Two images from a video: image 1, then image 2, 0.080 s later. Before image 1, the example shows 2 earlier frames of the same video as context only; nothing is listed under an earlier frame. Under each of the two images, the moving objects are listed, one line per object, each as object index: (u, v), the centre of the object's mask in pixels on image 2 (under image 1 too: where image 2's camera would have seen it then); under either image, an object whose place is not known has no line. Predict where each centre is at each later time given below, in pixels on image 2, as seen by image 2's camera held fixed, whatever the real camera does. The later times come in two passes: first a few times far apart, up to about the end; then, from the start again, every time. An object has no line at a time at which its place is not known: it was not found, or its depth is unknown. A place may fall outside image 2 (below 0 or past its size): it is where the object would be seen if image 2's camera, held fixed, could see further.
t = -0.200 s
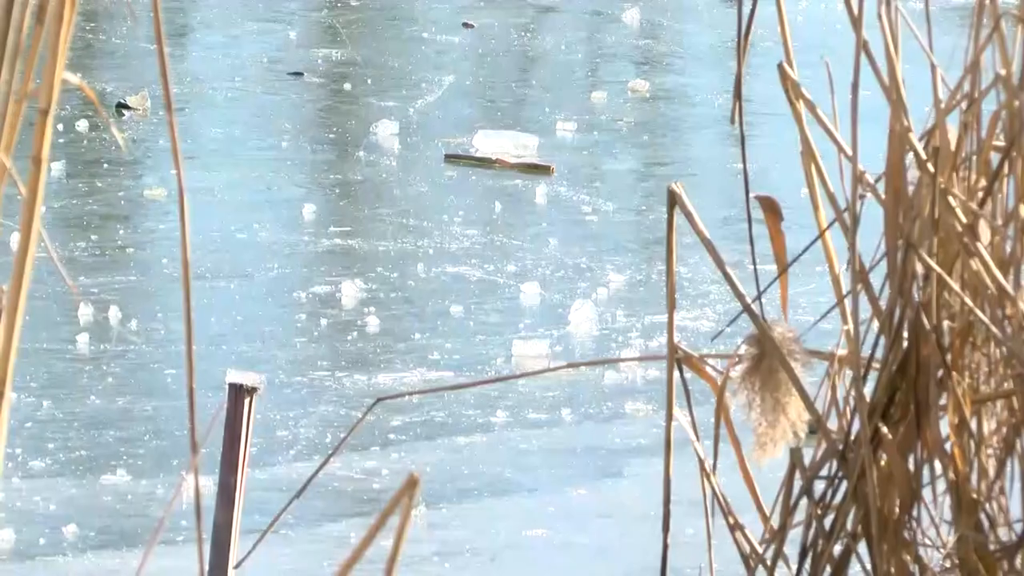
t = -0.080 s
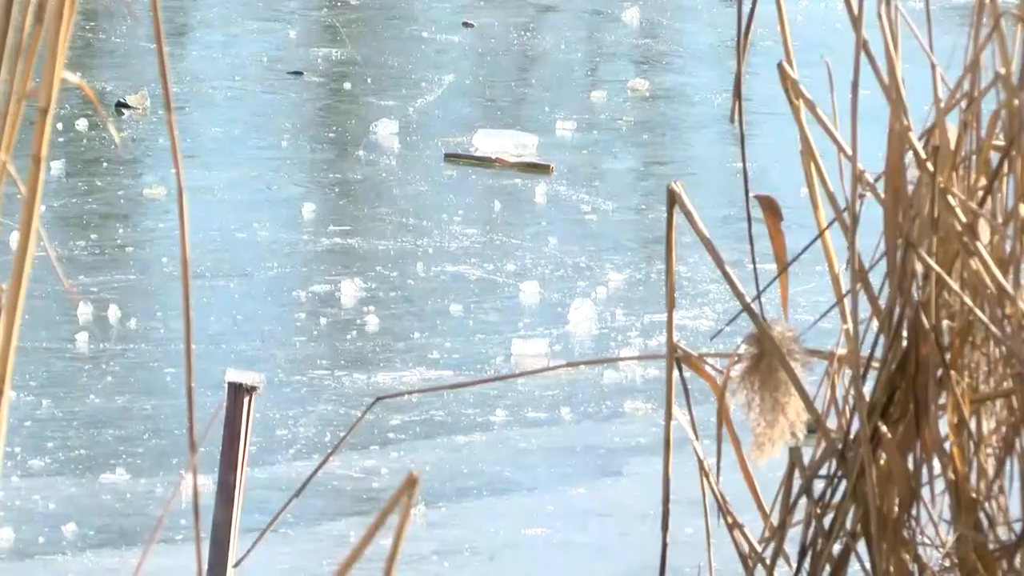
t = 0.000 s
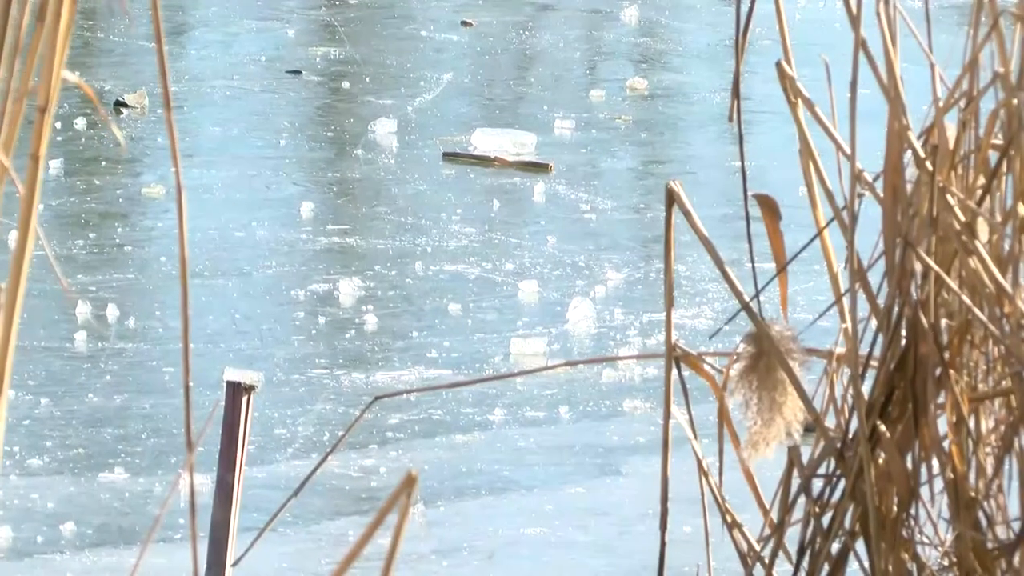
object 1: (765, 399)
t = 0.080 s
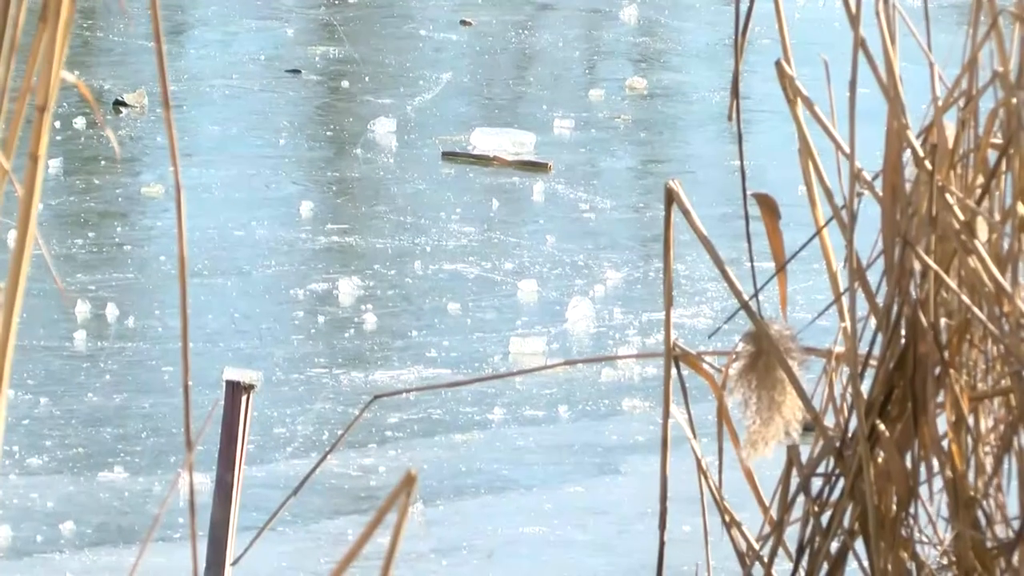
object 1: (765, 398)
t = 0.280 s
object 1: (765, 398)
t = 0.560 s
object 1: (765, 399)
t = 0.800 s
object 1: (764, 400)
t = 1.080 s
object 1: (764, 399)
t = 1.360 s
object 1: (764, 399)
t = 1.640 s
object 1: (764, 398)
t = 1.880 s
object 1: (764, 399)
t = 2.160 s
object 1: (763, 400)
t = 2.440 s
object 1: (762, 394)
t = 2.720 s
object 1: (769, 366)
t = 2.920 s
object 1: (764, 343)
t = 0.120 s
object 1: (765, 399)
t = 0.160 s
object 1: (765, 399)
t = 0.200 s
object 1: (765, 398)
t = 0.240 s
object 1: (765, 398)
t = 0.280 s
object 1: (765, 398)
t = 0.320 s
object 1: (765, 398)
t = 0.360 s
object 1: (765, 398)
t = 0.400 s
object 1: (765, 398)
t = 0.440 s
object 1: (765, 398)
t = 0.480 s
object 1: (765, 398)
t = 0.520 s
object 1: (765, 399)
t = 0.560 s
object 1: (765, 399)
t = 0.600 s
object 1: (765, 399)
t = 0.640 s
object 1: (765, 400)
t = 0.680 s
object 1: (765, 400)
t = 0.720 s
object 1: (764, 400)
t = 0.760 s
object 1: (764, 400)
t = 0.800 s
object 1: (764, 400)
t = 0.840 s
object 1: (764, 399)
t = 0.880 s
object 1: (764, 399)
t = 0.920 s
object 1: (764, 399)
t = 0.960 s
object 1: (764, 399)
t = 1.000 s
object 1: (764, 399)
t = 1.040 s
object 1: (764, 399)
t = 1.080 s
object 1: (764, 399)
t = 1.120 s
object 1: (764, 398)
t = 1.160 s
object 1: (764, 398)
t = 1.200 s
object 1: (764, 398)
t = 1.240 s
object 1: (764, 398)
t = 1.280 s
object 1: (764, 399)
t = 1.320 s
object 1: (764, 399)
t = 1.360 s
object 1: (764, 399)
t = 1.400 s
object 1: (764, 399)
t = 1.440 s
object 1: (764, 399)
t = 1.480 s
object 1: (764, 399)
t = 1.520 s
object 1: (764, 399)
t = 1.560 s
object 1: (764, 399)
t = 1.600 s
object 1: (764, 398)
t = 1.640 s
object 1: (764, 398)
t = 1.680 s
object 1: (764, 398)
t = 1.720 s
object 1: (764, 398)
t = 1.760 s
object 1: (764, 398)
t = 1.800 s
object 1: (764, 398)
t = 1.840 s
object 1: (764, 398)
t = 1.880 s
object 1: (764, 399)
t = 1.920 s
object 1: (764, 399)
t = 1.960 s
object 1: (764, 399)
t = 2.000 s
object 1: (764, 399)
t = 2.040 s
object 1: (763, 399)
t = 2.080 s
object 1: (763, 400)
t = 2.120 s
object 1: (763, 400)
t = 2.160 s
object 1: (763, 400)
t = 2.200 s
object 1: (764, 400)
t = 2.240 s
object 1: (764, 399)
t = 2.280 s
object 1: (764, 399)
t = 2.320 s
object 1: (764, 398)
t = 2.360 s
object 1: (763, 396)
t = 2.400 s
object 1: (762, 394)
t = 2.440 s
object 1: (762, 394)
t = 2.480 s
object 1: (762, 393)
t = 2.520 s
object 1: (767, 383)
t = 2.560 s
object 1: (768, 379)
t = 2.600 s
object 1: (767, 376)
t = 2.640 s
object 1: (767, 373)
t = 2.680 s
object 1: (767, 371)
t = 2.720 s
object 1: (769, 366)
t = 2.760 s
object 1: (769, 361)
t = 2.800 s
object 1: (769, 355)
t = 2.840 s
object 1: (768, 351)
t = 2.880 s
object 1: (767, 346)
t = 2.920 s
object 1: (764, 343)
